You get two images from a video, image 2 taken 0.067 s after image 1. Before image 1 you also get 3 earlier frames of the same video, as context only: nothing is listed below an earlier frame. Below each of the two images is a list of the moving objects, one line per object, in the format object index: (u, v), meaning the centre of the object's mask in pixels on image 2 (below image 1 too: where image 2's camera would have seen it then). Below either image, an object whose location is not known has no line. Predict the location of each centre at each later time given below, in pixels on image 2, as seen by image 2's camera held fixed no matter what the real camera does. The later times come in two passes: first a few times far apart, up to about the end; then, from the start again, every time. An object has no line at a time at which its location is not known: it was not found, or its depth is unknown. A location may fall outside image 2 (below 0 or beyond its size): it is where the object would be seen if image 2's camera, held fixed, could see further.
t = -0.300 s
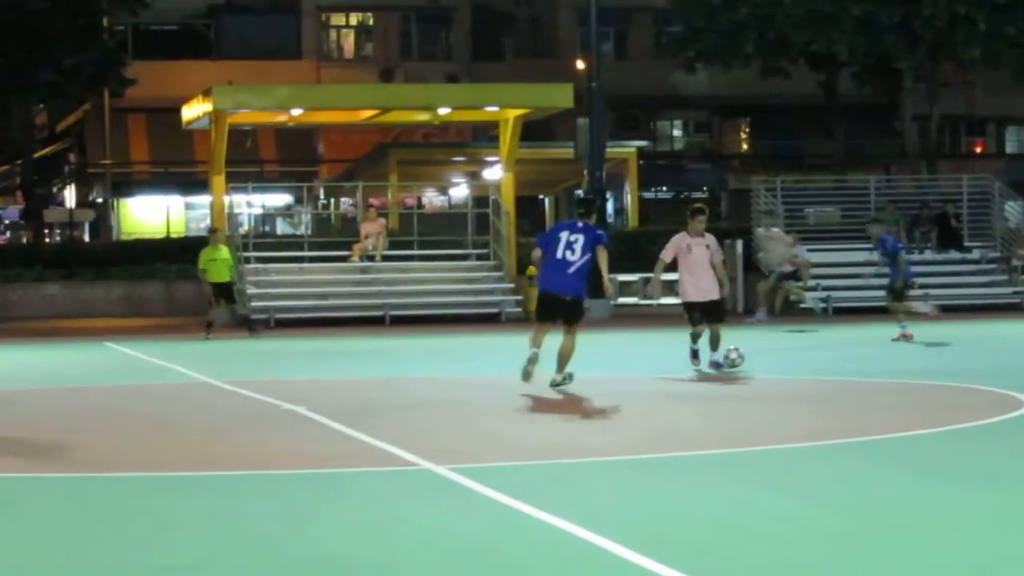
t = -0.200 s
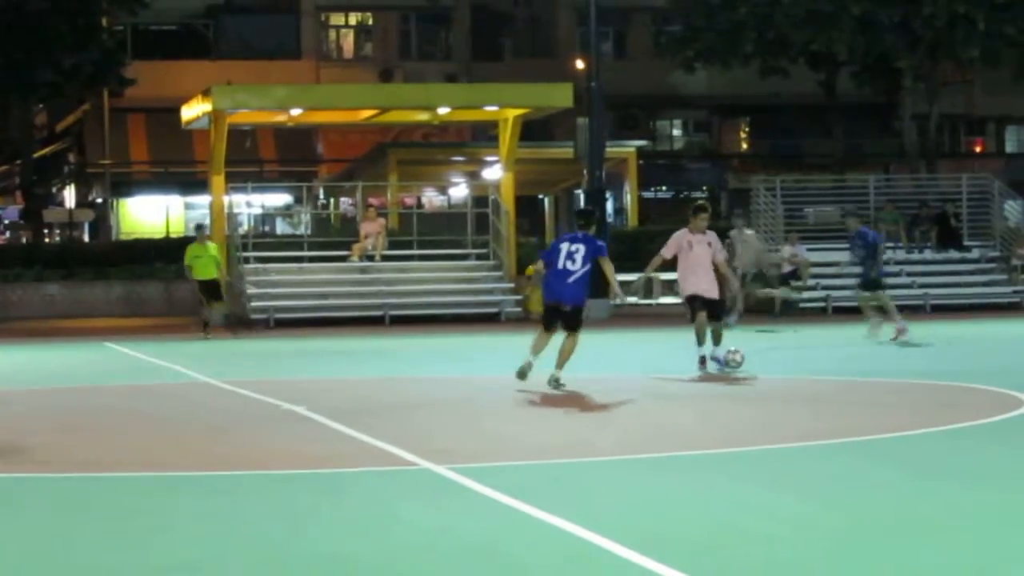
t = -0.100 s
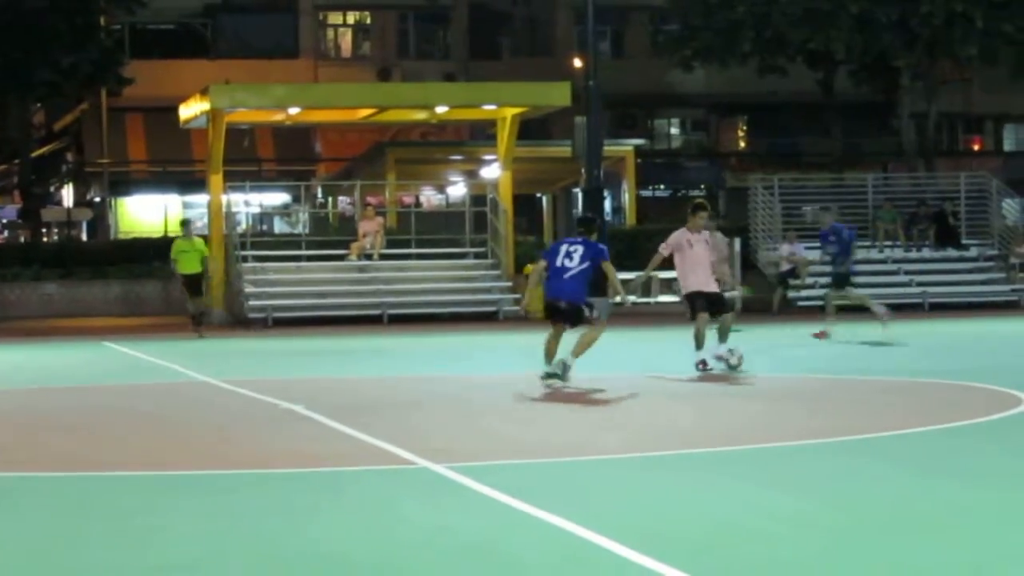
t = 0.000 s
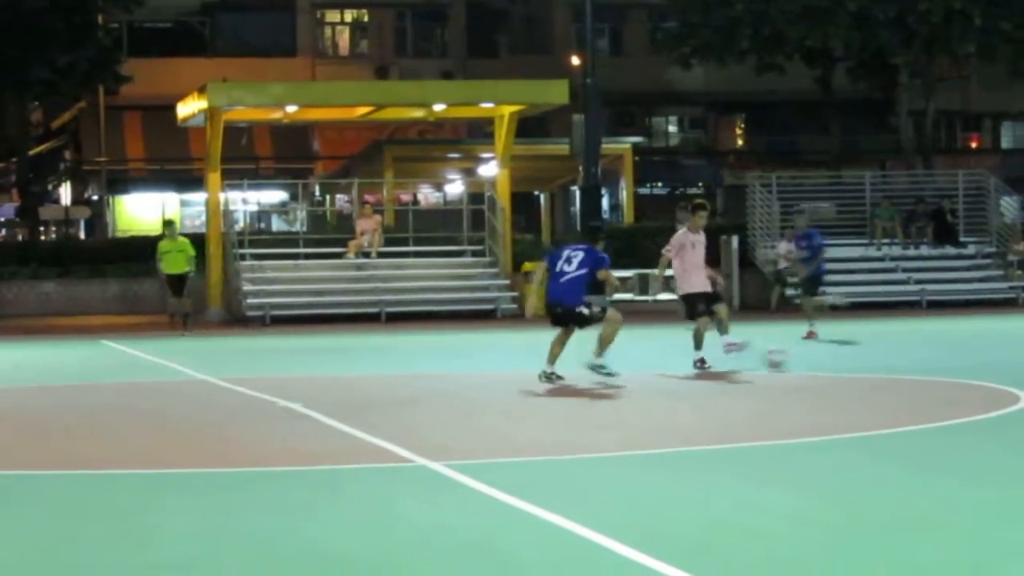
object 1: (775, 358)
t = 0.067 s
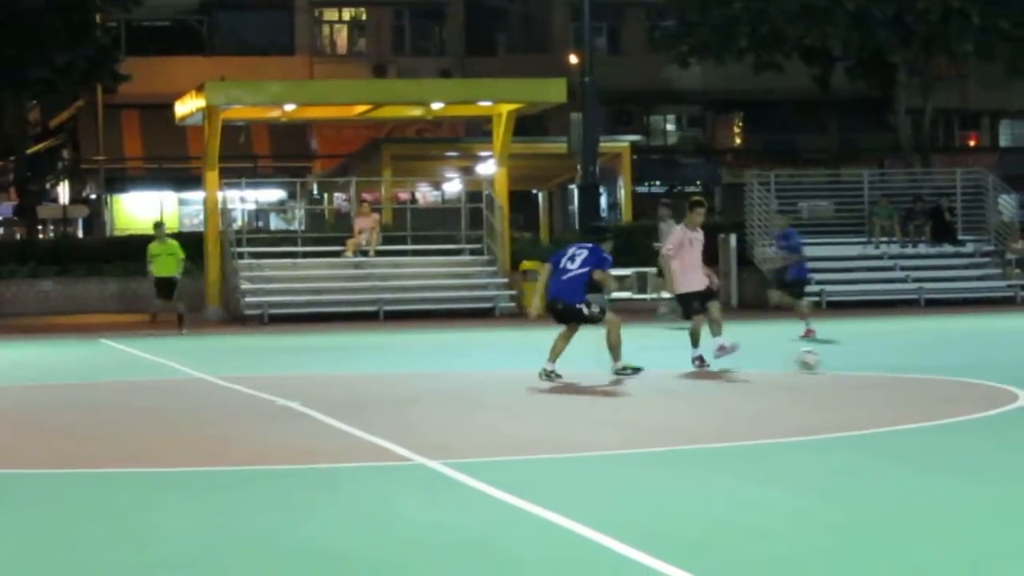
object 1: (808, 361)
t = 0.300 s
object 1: (934, 371)
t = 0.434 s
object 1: (1003, 378)
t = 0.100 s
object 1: (827, 361)
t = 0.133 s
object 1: (842, 364)
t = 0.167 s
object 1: (863, 367)
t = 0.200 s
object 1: (880, 366)
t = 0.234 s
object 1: (899, 366)
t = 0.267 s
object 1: (915, 368)
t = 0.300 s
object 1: (934, 371)
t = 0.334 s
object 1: (952, 373)
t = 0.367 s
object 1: (970, 374)
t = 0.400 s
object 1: (984, 377)
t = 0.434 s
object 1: (1003, 378)
